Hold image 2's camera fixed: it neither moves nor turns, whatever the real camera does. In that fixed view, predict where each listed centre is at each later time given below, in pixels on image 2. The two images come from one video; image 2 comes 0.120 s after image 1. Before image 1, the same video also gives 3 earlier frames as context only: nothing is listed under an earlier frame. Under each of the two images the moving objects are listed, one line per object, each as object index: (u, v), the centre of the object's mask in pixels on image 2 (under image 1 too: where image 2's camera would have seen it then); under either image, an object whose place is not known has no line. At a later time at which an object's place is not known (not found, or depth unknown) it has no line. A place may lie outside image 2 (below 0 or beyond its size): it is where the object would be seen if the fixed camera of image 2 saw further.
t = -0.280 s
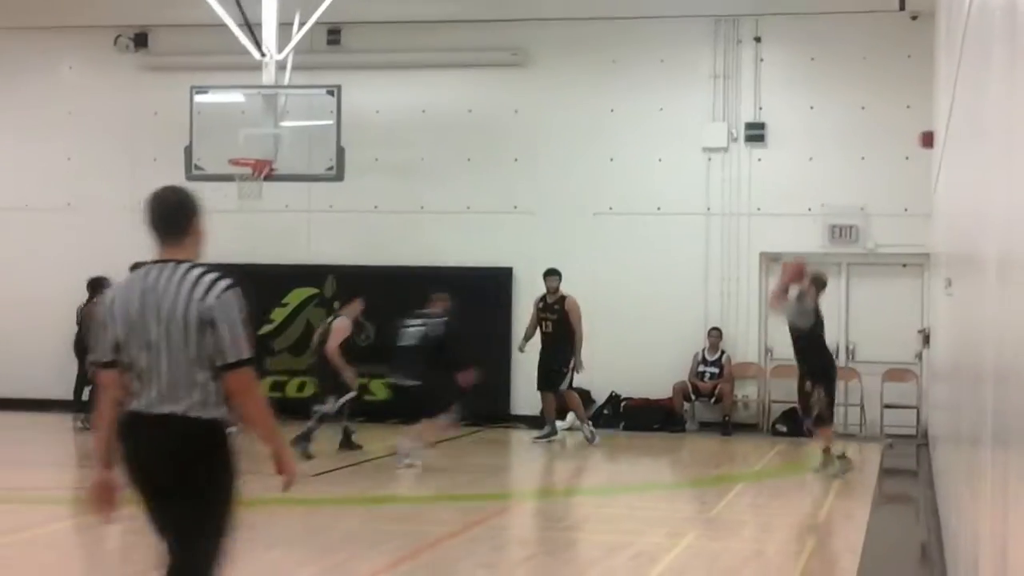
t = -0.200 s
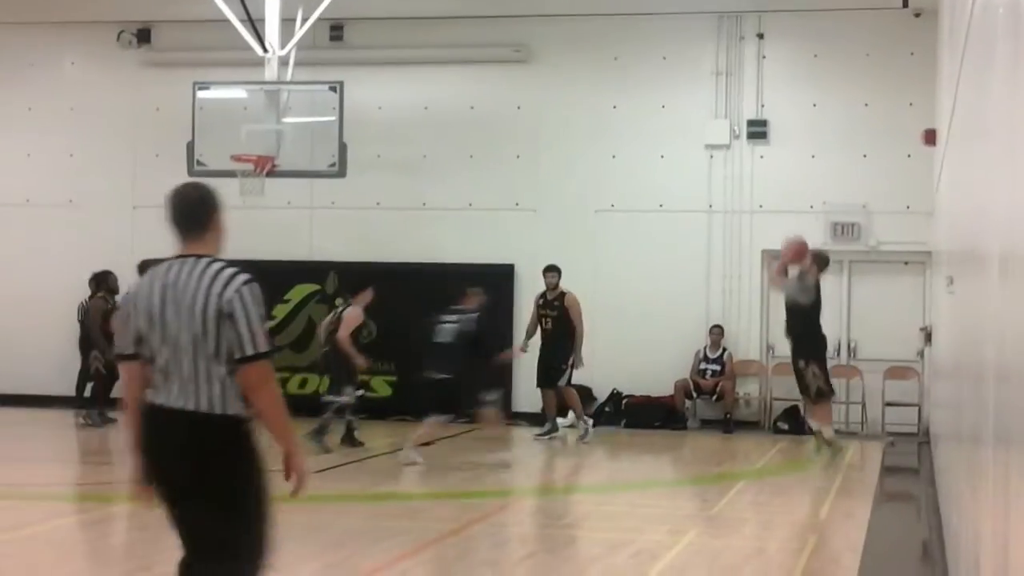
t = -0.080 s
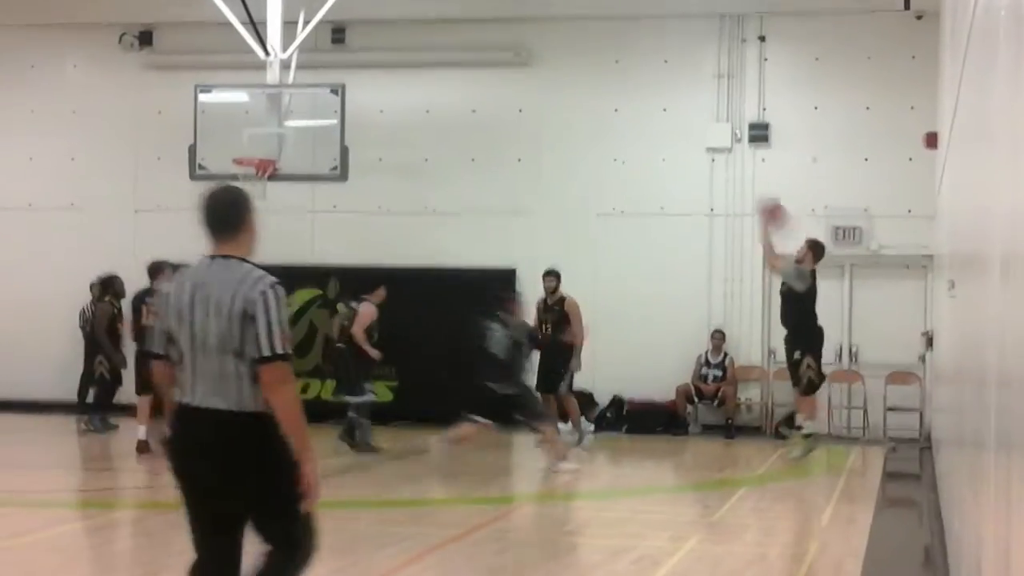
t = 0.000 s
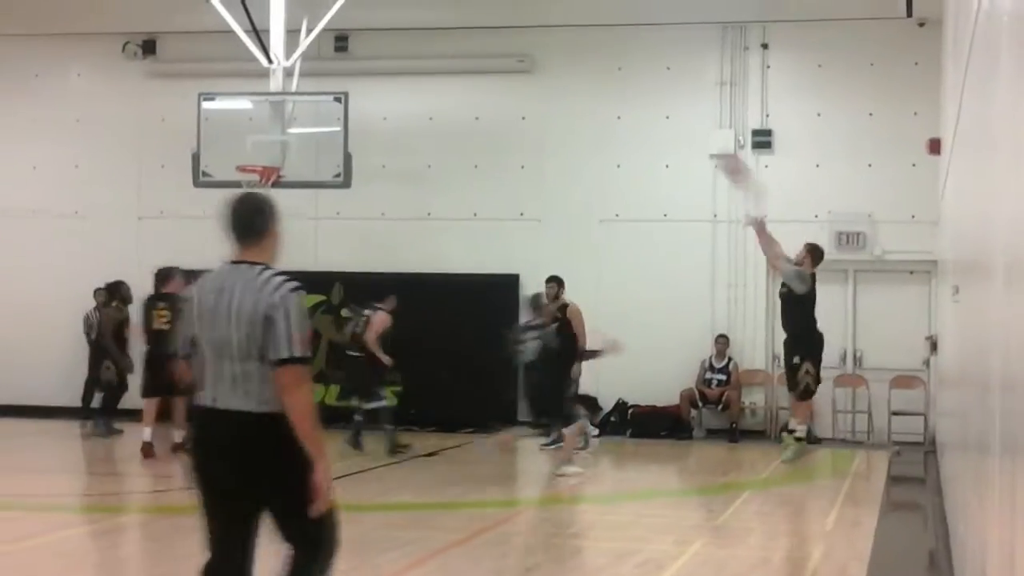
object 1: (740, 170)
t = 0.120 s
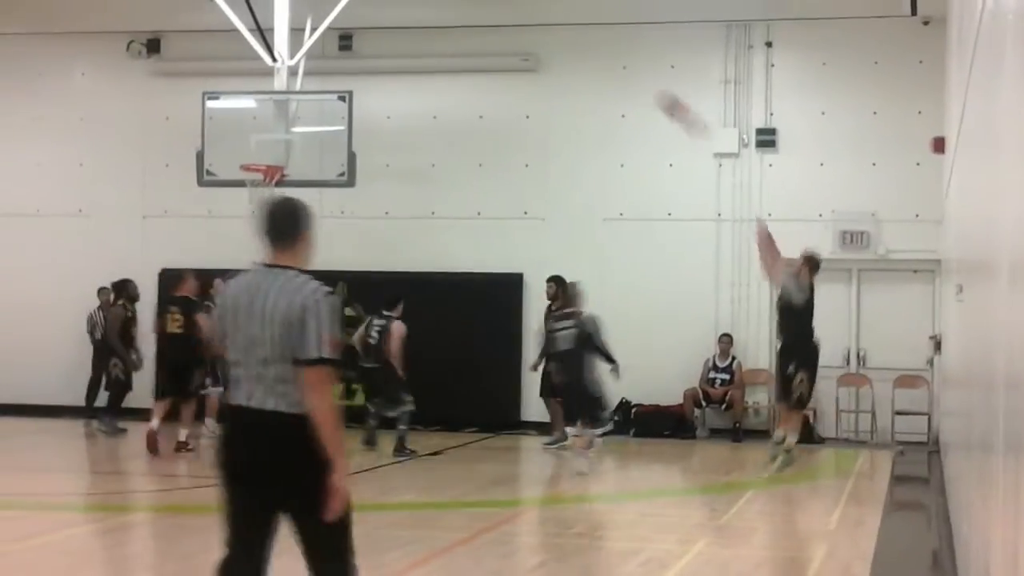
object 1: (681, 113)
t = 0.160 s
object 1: (659, 97)
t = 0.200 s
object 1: (639, 81)
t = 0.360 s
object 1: (563, 40)
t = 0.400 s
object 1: (546, 33)
